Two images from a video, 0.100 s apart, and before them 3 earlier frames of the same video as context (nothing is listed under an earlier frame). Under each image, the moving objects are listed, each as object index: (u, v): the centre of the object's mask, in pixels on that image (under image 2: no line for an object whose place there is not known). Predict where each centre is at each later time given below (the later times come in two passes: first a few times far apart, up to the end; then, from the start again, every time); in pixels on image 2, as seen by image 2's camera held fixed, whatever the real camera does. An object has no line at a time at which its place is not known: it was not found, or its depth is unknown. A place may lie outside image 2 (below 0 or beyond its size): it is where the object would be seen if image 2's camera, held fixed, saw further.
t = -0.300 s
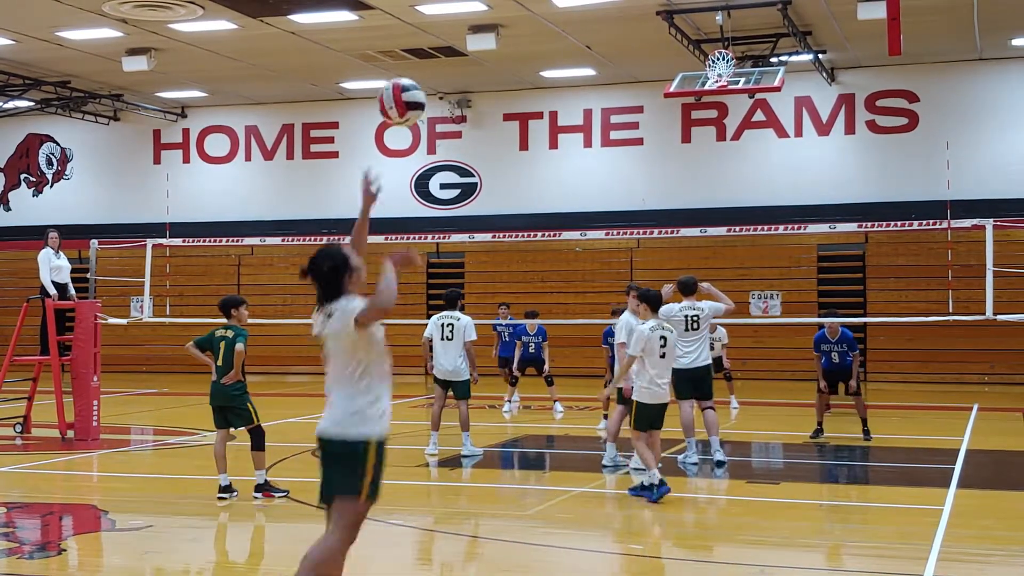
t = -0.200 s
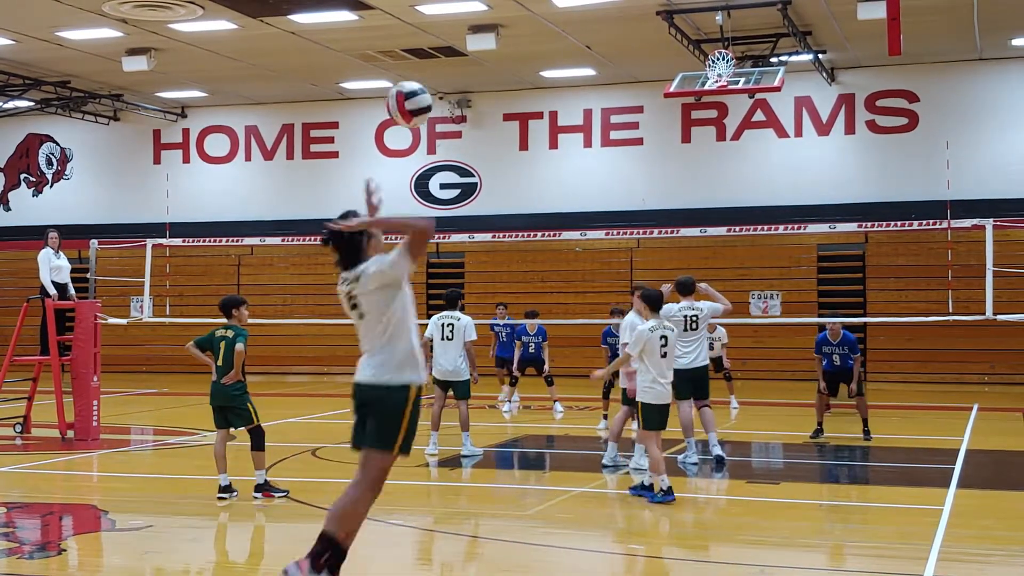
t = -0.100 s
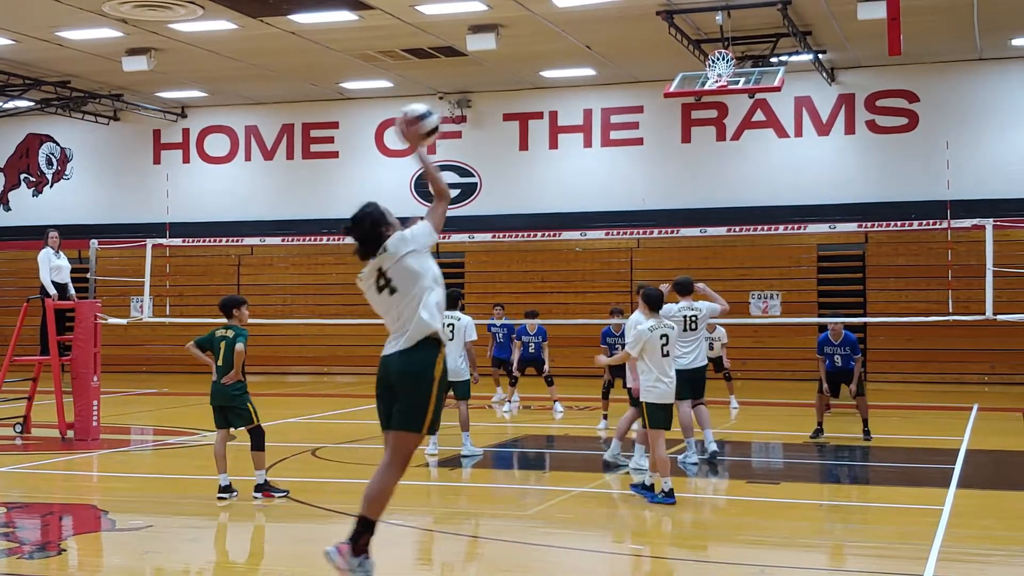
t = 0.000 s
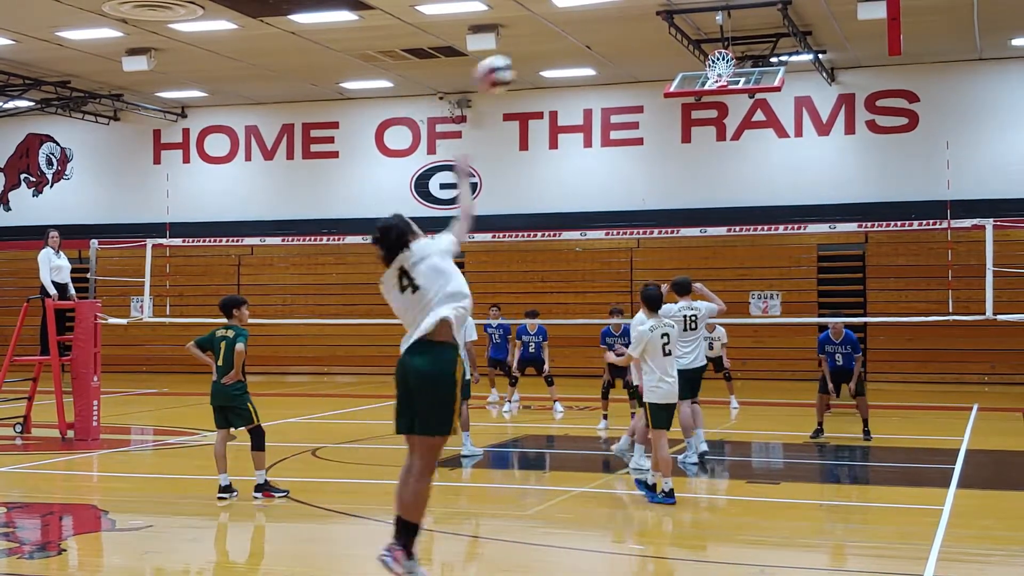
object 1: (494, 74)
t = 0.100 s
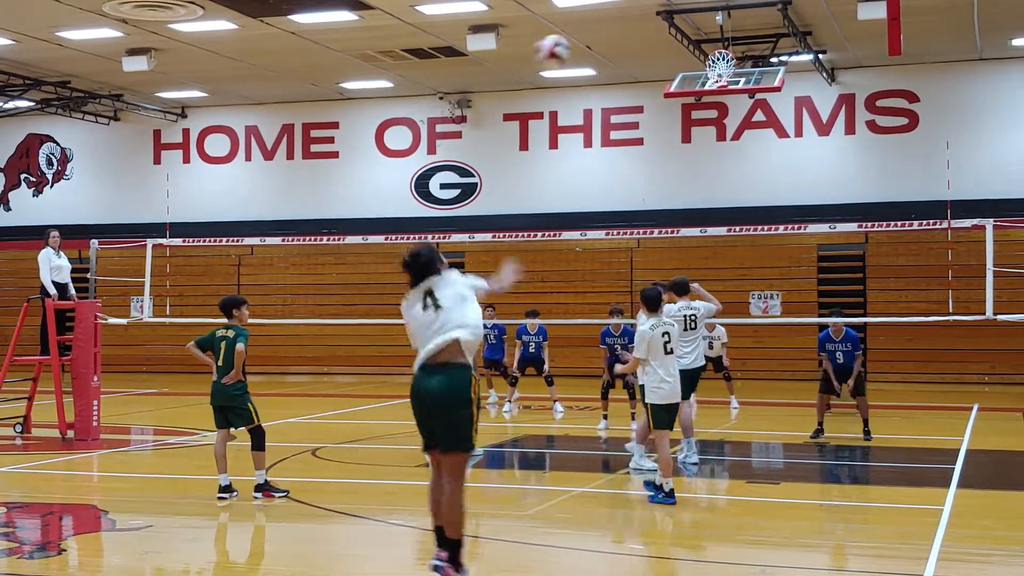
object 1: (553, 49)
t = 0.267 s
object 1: (618, 48)
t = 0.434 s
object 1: (664, 73)
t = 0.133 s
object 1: (567, 48)
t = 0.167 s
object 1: (581, 46)
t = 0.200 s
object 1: (594, 46)
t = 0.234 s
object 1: (606, 46)
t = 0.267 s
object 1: (618, 48)
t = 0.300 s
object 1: (629, 52)
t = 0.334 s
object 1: (639, 56)
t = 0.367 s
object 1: (648, 61)
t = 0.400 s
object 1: (657, 67)
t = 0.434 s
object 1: (664, 73)
